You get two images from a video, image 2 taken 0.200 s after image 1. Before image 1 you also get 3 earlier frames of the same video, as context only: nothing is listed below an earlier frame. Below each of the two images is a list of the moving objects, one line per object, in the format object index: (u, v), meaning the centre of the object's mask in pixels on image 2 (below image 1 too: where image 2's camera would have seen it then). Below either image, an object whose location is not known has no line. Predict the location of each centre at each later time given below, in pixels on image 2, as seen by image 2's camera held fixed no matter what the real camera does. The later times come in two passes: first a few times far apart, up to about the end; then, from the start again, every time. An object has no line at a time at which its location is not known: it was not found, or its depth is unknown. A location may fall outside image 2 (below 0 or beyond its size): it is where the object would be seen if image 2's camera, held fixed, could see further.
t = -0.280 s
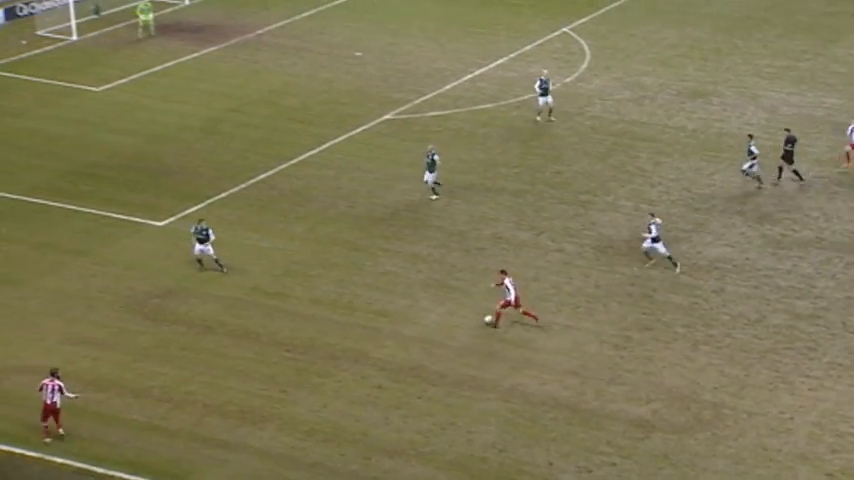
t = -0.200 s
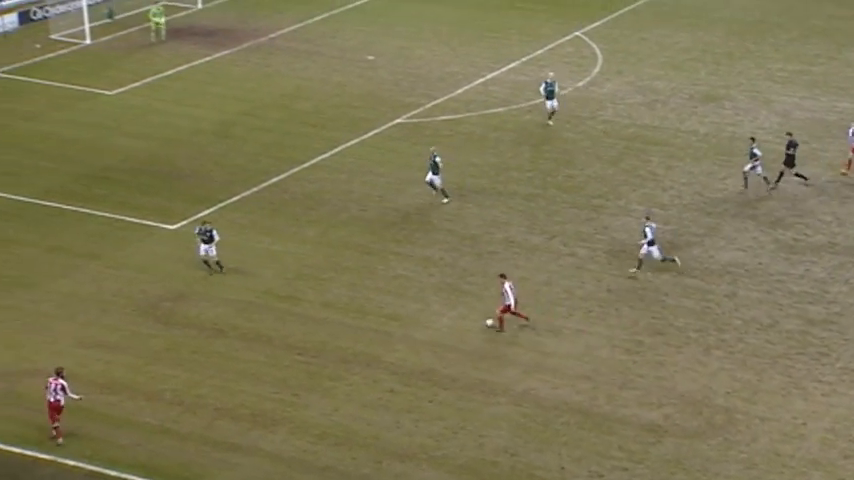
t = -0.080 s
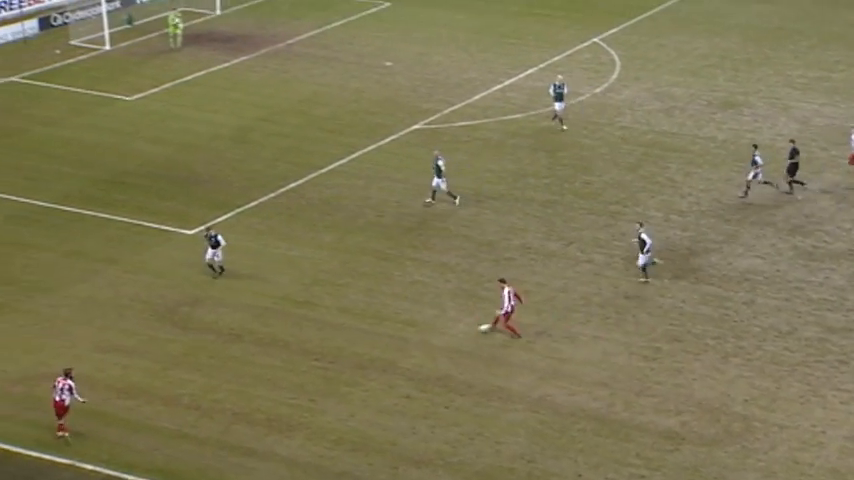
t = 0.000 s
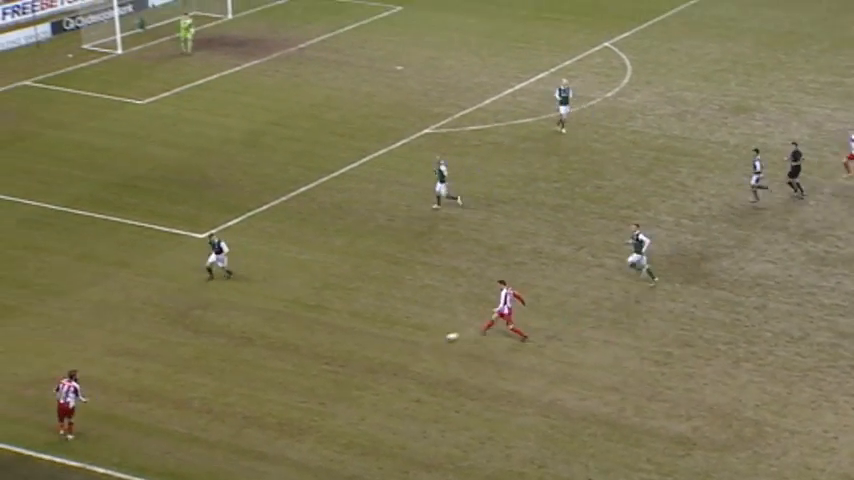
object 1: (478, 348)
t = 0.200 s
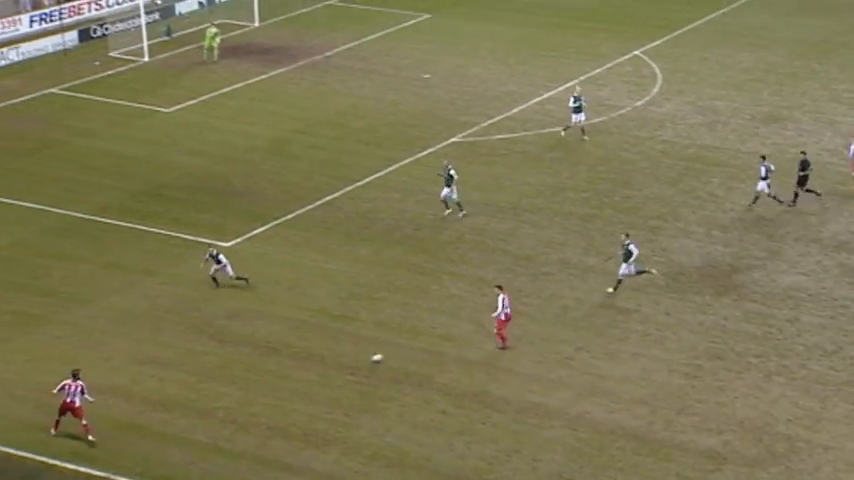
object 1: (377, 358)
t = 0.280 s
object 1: (339, 362)
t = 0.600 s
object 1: (202, 378)
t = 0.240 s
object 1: (358, 360)
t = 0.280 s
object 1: (339, 362)
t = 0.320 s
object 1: (320, 363)
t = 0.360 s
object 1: (302, 366)
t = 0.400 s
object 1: (284, 367)
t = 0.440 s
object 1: (267, 370)
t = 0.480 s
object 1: (250, 372)
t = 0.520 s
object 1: (233, 374)
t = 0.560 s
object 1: (217, 376)
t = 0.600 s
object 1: (202, 378)
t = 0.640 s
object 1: (185, 380)
